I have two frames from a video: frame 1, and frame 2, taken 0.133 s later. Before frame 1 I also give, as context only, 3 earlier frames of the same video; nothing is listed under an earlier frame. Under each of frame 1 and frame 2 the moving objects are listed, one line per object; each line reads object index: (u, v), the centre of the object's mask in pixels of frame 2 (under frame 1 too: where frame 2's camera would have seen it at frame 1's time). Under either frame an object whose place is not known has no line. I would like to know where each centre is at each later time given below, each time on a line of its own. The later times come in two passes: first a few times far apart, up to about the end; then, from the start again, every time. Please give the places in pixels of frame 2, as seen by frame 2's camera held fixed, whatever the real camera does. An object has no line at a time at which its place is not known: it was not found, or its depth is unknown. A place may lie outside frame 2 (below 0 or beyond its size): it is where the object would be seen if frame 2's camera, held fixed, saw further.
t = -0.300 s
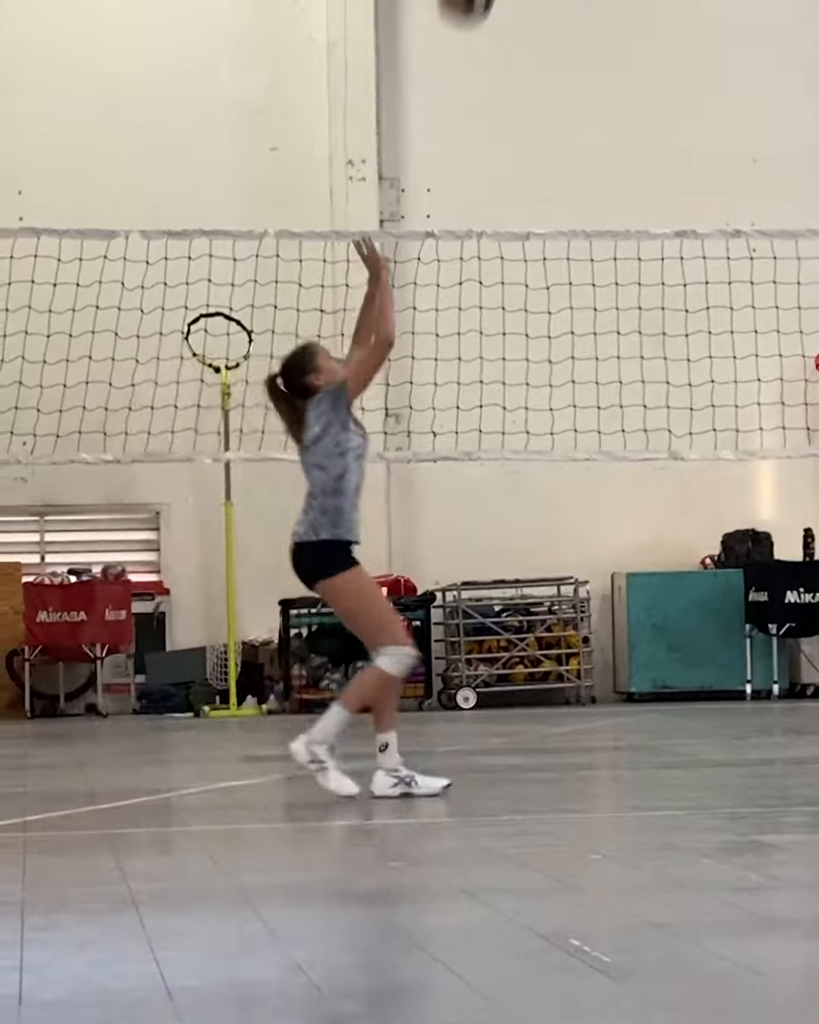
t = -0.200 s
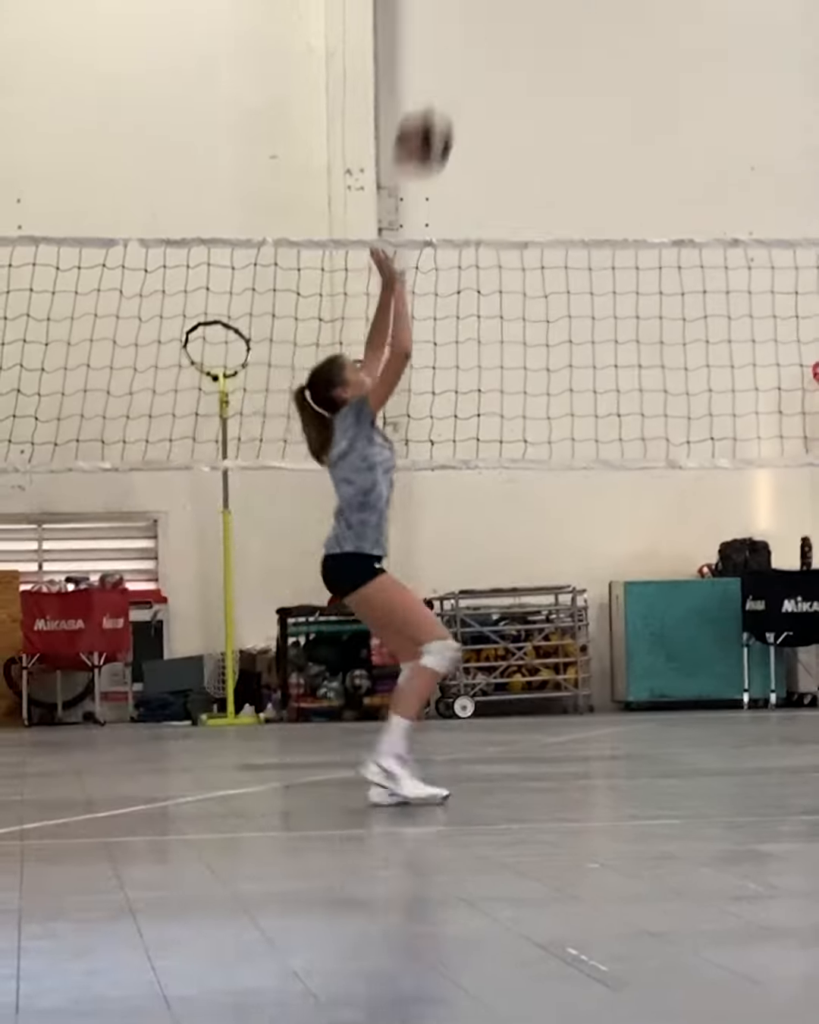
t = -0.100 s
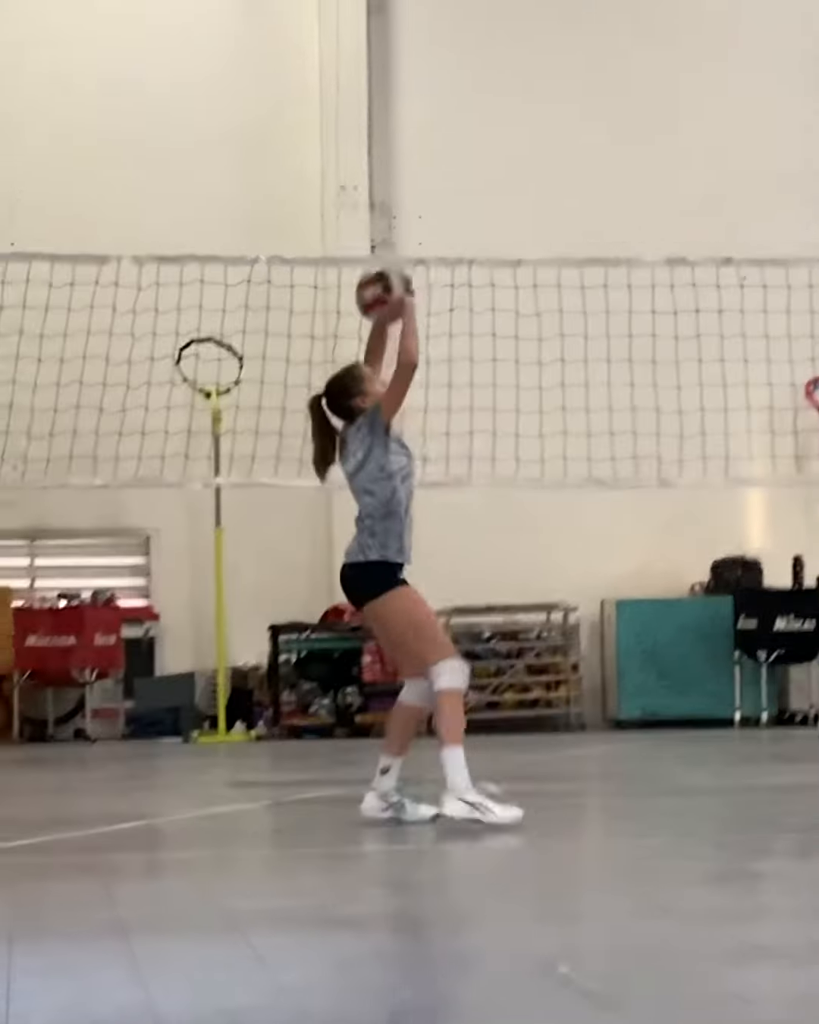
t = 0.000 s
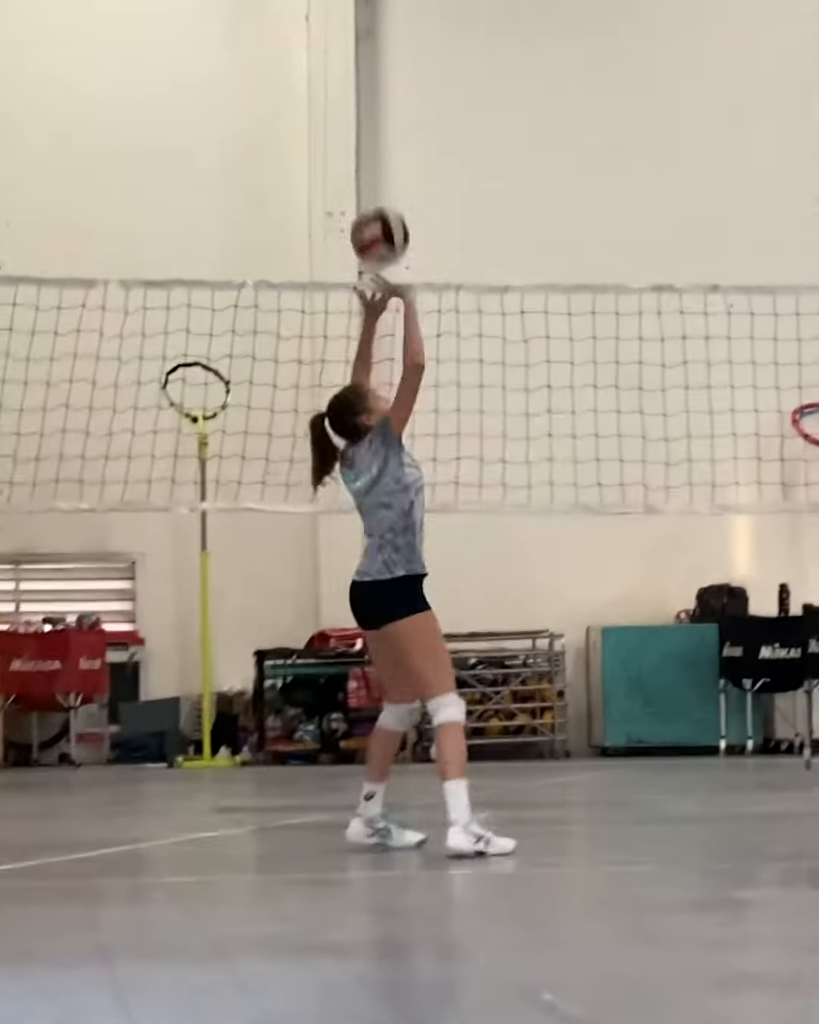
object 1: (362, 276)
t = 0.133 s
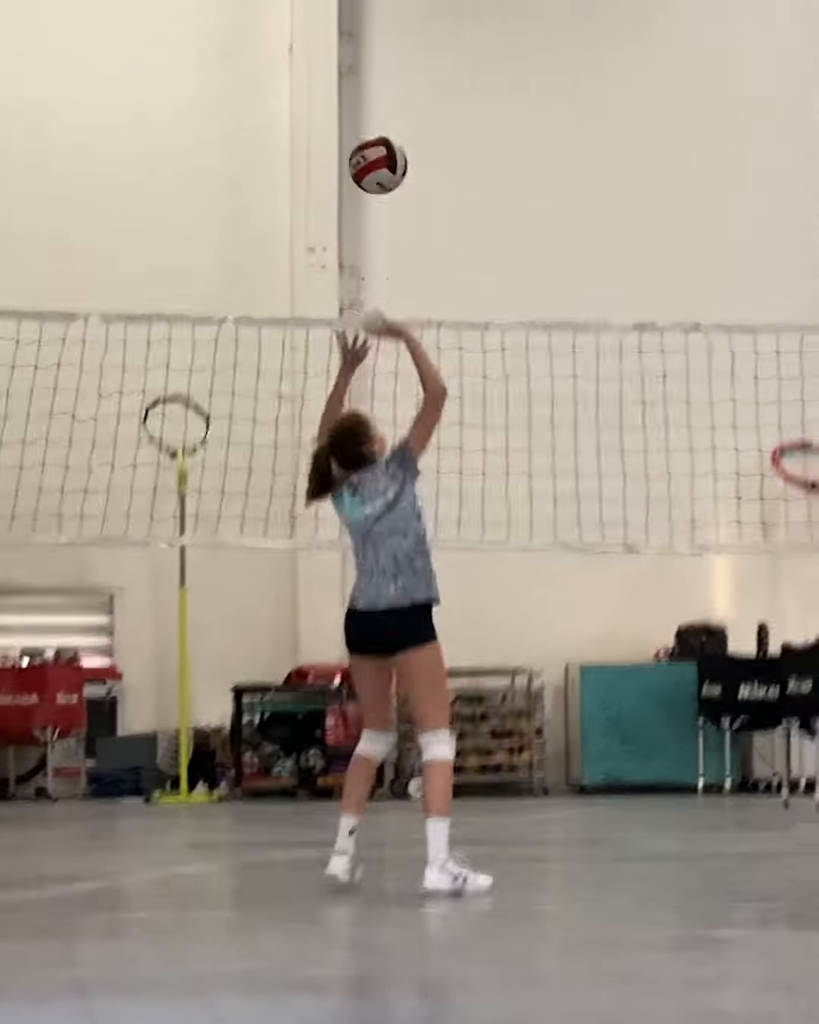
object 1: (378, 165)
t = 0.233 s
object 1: (390, 114)
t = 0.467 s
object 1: (419, 98)
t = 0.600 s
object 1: (436, 158)
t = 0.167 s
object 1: (382, 145)
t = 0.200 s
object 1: (386, 128)
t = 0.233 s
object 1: (390, 114)
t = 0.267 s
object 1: (394, 103)
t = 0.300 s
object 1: (398, 95)
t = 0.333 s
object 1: (403, 89)
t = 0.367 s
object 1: (407, 86)
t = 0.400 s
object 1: (411, 87)
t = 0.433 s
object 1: (415, 91)
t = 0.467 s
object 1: (419, 98)
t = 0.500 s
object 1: (423, 108)
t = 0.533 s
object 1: (427, 122)
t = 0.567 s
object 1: (432, 138)
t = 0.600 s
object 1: (436, 158)
